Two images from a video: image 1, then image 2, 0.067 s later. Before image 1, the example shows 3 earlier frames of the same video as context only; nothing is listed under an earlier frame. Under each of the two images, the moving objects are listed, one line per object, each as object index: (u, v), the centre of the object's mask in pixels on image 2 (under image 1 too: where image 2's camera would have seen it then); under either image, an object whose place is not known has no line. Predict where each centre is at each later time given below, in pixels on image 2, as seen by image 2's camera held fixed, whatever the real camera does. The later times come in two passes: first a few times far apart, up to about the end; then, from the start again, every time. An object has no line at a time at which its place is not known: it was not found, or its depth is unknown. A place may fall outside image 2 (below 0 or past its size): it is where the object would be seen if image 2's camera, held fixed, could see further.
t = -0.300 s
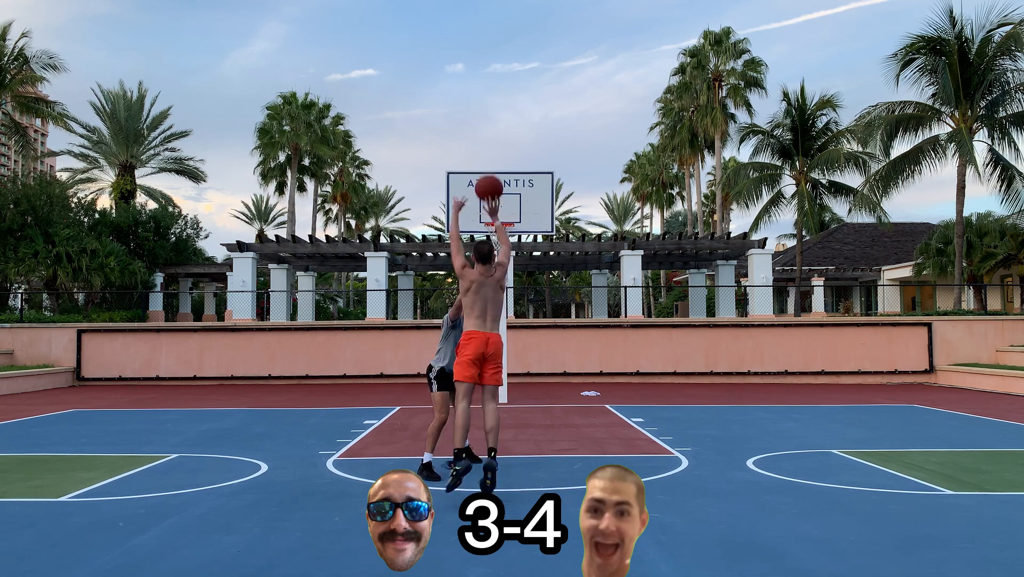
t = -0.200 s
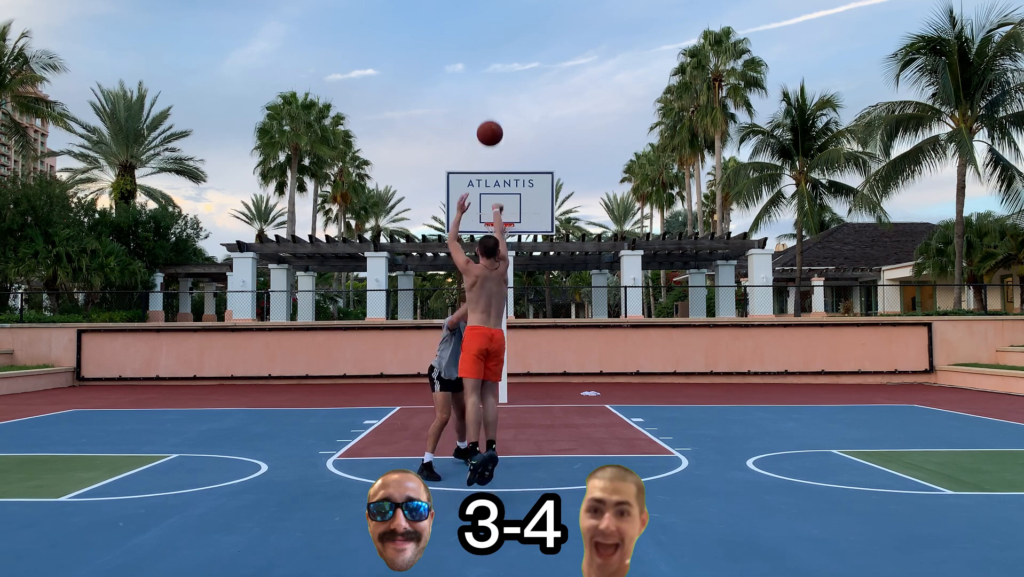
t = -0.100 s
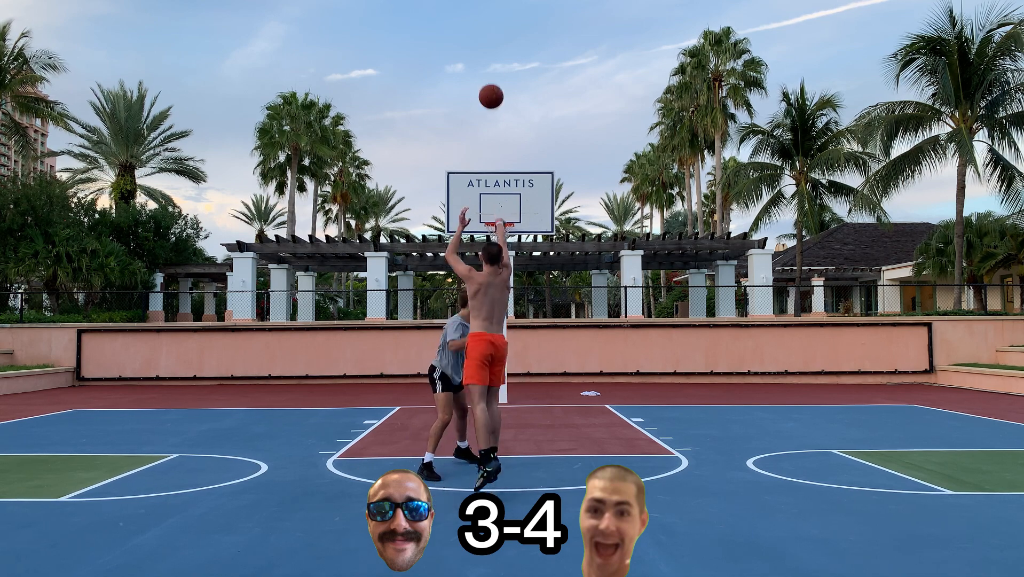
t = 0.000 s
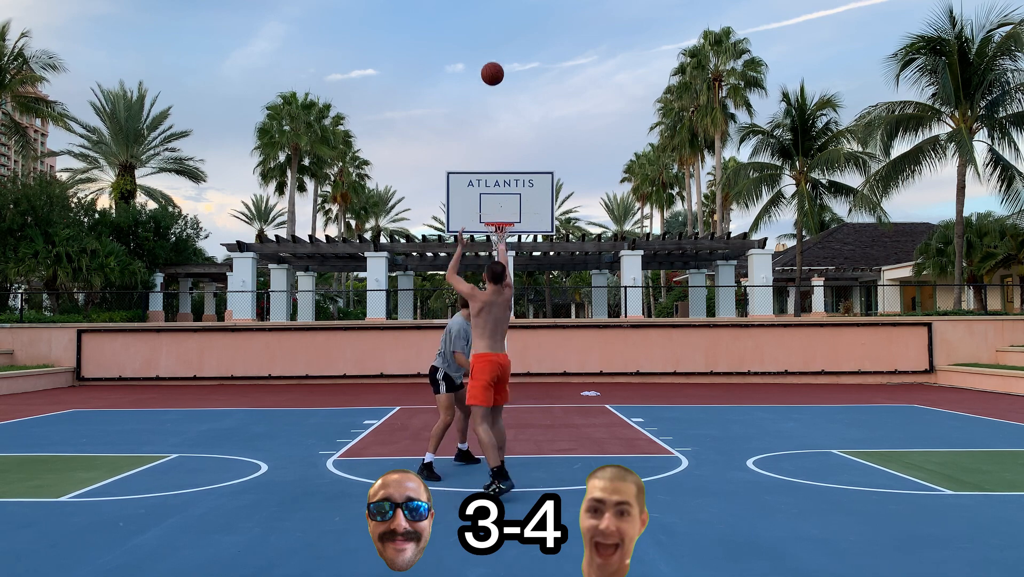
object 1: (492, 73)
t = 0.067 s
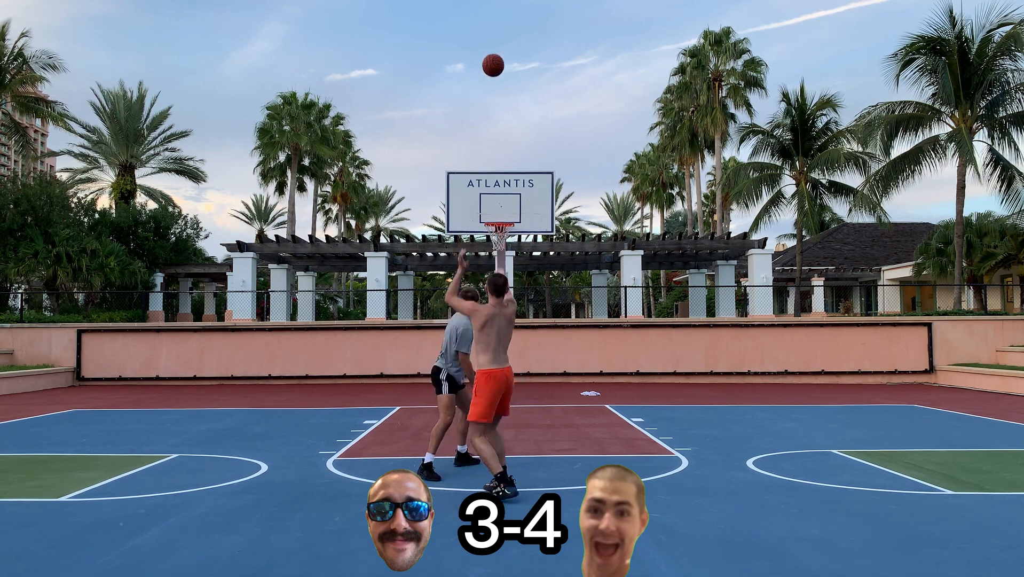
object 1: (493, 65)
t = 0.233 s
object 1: (495, 63)
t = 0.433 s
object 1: (497, 88)
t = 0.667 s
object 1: (498, 145)
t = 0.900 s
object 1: (500, 217)
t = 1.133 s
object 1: (503, 209)
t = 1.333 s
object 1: (503, 203)
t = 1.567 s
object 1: (502, 215)
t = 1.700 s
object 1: (502, 208)
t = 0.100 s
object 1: (493, 62)
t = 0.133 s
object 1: (494, 61)
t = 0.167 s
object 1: (494, 61)
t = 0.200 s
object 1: (494, 61)
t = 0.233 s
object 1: (495, 63)
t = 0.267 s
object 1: (495, 65)
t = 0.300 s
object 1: (496, 69)
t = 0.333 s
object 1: (496, 72)
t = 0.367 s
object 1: (496, 77)
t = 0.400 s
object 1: (496, 82)
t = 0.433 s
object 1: (497, 88)
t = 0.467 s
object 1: (497, 95)
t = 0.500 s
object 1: (497, 102)
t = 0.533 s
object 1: (497, 109)
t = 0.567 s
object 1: (498, 117)
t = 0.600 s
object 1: (498, 126)
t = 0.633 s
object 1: (498, 135)
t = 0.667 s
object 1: (498, 145)
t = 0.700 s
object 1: (498, 155)
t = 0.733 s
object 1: (498, 165)
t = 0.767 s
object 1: (499, 176)
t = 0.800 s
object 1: (499, 187)
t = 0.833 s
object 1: (499, 199)
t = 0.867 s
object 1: (499, 211)
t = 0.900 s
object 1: (500, 217)
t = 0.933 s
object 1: (500, 216)
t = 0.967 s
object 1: (501, 215)
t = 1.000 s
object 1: (502, 213)
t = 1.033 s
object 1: (502, 214)
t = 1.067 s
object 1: (503, 213)
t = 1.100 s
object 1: (503, 211)
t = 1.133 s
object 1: (503, 209)
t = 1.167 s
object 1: (503, 206)
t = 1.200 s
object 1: (503, 204)
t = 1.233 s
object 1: (503, 203)
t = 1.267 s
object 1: (503, 203)
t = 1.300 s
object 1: (503, 203)
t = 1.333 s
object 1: (503, 203)
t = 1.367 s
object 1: (503, 205)
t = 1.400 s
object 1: (503, 207)
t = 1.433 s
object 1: (503, 210)
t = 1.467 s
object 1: (503, 213)
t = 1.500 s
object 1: (503, 213)
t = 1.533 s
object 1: (503, 214)
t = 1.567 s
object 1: (502, 215)
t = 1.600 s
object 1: (502, 215)
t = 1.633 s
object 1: (502, 212)
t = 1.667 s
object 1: (502, 210)
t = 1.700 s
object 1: (502, 208)
